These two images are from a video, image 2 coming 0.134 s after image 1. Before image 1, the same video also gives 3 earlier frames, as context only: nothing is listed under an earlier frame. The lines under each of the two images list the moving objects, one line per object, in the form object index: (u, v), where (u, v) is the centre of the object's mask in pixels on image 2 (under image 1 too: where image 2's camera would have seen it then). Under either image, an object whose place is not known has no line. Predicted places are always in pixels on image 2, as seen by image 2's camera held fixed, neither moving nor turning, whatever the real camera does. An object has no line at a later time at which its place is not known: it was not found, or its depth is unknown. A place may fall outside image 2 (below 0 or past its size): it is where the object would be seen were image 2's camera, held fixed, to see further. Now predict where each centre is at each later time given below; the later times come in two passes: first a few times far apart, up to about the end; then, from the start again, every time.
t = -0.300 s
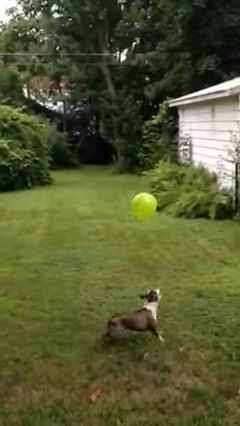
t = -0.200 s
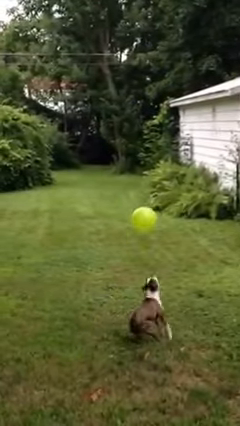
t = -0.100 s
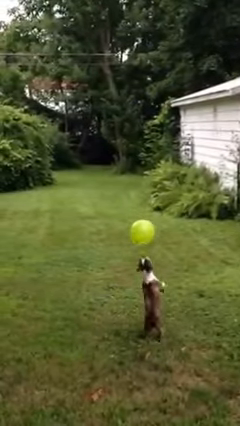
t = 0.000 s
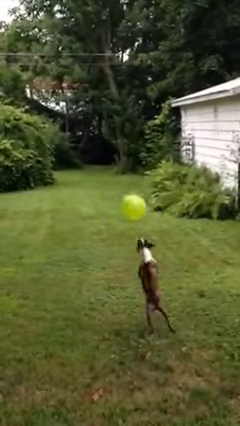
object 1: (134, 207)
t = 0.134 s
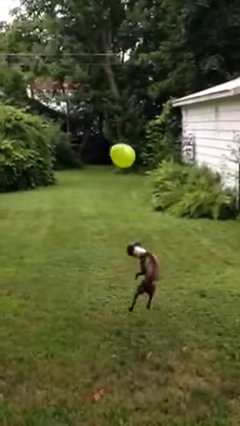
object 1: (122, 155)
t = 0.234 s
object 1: (116, 129)
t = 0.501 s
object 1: (107, 91)
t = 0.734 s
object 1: (103, 83)
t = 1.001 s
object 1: (102, 89)
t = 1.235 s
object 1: (101, 104)
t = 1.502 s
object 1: (104, 130)
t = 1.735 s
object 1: (107, 156)
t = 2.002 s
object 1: (110, 181)
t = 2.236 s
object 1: (114, 199)
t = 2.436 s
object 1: (118, 214)
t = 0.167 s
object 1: (120, 145)
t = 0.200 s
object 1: (118, 137)
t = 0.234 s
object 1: (116, 129)
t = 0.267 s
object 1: (115, 122)
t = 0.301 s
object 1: (114, 116)
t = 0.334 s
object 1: (112, 110)
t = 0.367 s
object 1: (111, 105)
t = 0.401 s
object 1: (110, 100)
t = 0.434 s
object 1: (109, 96)
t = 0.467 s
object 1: (108, 93)
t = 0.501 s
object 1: (107, 91)
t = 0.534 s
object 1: (106, 88)
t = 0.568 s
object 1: (106, 87)
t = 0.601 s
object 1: (105, 85)
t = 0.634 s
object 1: (105, 84)
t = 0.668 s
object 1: (104, 84)
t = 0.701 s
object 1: (104, 83)
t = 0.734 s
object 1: (103, 83)
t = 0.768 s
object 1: (103, 83)
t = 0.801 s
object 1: (103, 83)
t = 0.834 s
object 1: (103, 84)
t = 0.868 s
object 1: (102, 84)
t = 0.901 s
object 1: (102, 85)
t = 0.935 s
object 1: (102, 86)
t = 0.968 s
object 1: (102, 88)
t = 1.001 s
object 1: (102, 89)
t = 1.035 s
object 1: (101, 91)
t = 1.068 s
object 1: (101, 92)
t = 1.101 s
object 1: (101, 94)
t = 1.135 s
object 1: (101, 96)
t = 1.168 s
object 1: (101, 99)
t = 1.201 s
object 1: (101, 101)
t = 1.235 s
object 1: (101, 104)
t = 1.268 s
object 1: (102, 107)
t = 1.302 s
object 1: (102, 109)
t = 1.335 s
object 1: (102, 112)
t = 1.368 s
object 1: (103, 116)
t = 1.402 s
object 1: (103, 119)
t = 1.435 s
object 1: (103, 122)
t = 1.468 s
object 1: (104, 126)
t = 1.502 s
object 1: (104, 130)
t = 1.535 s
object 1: (104, 134)
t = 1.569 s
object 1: (105, 137)
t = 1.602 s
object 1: (105, 141)
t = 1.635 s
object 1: (105, 145)
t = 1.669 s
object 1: (106, 148)
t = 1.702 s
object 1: (106, 152)
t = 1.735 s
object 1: (107, 156)
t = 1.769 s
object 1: (107, 159)
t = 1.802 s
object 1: (107, 163)
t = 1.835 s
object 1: (108, 166)
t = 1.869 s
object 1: (108, 170)
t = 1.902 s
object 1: (109, 173)
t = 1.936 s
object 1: (109, 176)
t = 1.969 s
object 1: (110, 179)
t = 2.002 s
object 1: (110, 181)
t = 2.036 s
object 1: (111, 184)
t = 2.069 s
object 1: (111, 186)
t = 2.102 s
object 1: (112, 188)
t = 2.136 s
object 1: (113, 191)
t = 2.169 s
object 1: (113, 194)
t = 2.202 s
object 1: (114, 196)
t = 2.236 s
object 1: (114, 199)
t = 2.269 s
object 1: (115, 201)
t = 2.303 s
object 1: (116, 203)
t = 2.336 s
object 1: (116, 206)
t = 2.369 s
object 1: (117, 209)
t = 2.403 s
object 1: (118, 212)
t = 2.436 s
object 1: (118, 214)
